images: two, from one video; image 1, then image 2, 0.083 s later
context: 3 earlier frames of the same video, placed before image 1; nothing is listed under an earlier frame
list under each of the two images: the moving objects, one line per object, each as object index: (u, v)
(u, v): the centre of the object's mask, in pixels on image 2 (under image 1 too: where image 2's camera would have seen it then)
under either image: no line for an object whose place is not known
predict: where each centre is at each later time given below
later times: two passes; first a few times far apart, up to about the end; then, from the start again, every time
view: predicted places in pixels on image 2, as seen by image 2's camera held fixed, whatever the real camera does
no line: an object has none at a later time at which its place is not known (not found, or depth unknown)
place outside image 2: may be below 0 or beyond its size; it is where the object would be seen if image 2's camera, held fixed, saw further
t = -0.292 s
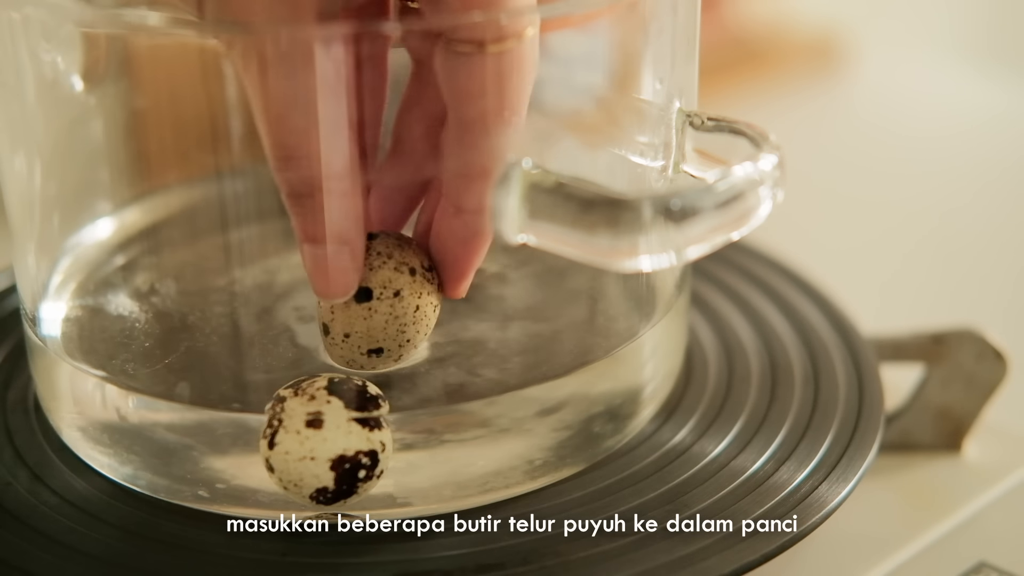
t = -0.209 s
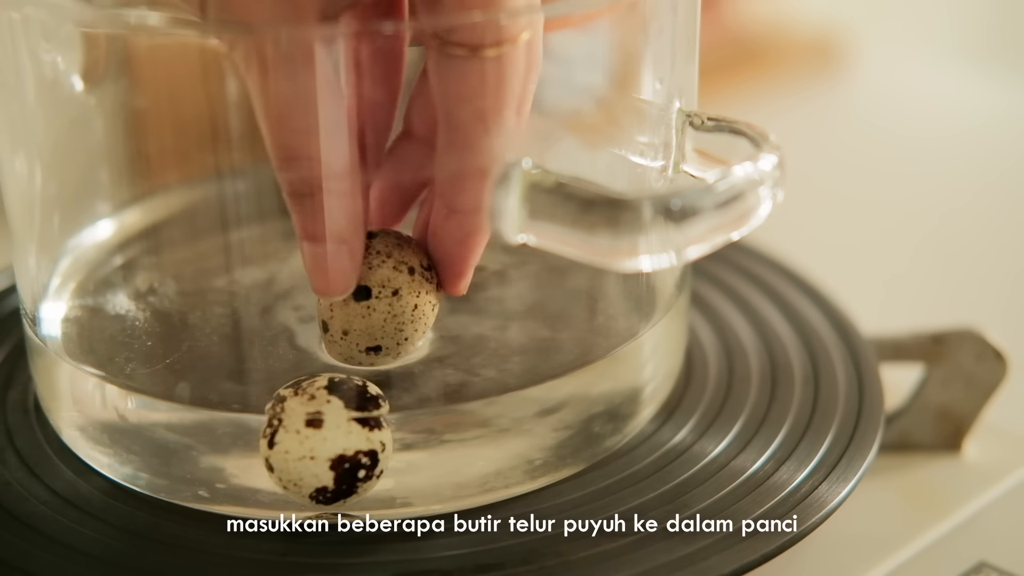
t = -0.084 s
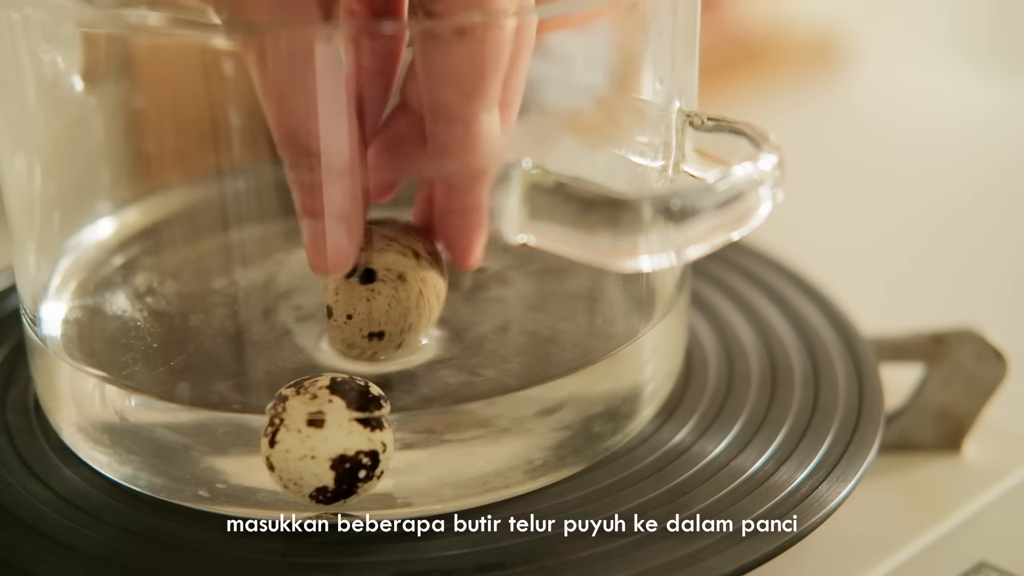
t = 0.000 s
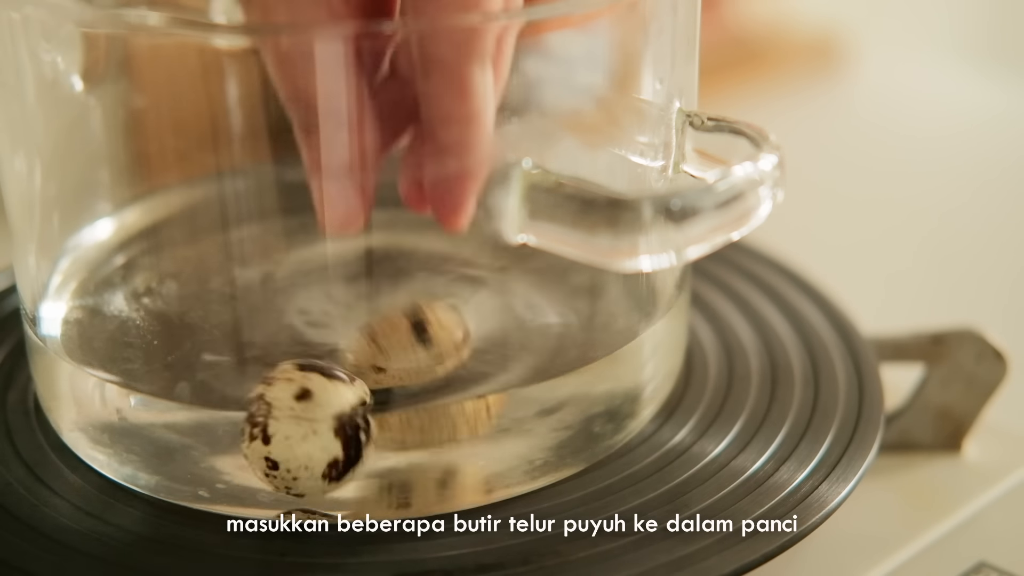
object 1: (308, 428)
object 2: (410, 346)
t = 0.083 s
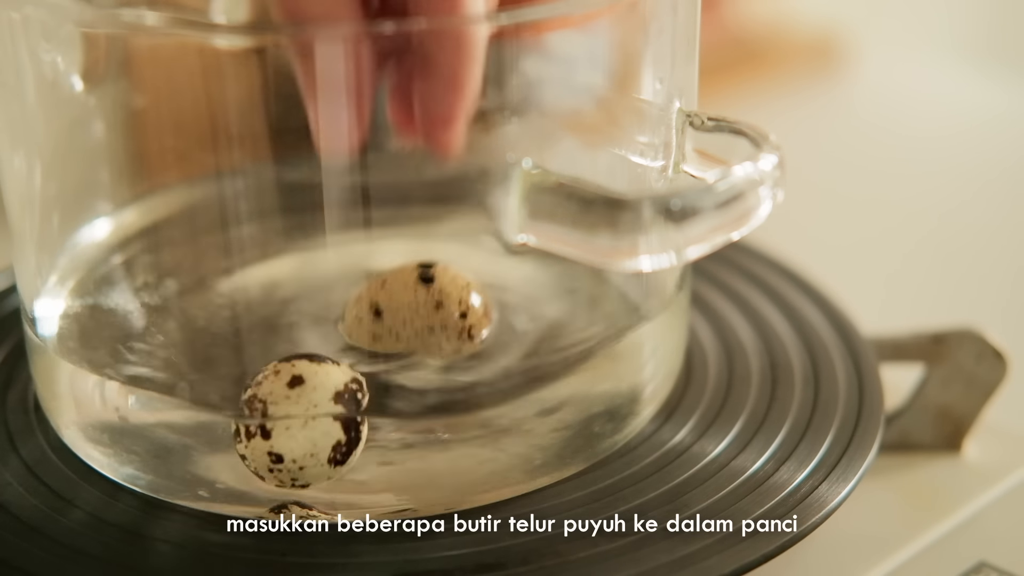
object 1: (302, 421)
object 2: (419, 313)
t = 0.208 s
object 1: (291, 415)
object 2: (427, 315)
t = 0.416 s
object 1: (286, 420)
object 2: (426, 291)
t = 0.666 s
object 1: (293, 437)
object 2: (432, 280)
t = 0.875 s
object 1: (302, 438)
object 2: (442, 276)
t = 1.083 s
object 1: (314, 432)
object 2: (451, 275)
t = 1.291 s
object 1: (325, 428)
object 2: (449, 275)
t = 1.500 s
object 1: (333, 427)
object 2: (450, 280)
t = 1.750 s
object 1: (341, 425)
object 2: (448, 277)
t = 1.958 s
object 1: (346, 427)
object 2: (441, 280)
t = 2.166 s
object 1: (341, 426)
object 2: (440, 279)
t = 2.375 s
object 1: (332, 430)
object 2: (439, 280)
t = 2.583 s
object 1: (331, 431)
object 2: (440, 281)
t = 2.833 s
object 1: (331, 431)
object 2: (440, 280)
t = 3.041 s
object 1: (331, 431)
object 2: (441, 280)
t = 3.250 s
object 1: (331, 431)
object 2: (440, 280)
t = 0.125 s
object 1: (299, 417)
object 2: (424, 307)
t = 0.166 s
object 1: (295, 415)
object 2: (428, 320)
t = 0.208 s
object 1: (291, 415)
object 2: (427, 315)
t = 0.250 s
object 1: (287, 415)
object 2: (423, 305)
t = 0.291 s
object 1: (286, 415)
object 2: (427, 296)
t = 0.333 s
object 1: (285, 414)
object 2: (424, 302)
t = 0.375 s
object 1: (286, 416)
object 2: (424, 304)
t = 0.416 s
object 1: (286, 420)
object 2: (426, 291)
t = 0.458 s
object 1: (287, 423)
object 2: (428, 284)
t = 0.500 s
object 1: (289, 425)
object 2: (428, 283)
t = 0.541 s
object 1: (290, 428)
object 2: (427, 288)
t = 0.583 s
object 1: (291, 431)
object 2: (428, 284)
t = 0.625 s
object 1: (292, 434)
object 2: (430, 281)
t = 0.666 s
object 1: (293, 437)
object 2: (432, 280)
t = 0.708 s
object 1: (293, 439)
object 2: (436, 279)
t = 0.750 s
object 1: (295, 438)
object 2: (439, 279)
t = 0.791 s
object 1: (296, 439)
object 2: (440, 278)
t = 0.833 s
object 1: (299, 440)
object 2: (441, 277)
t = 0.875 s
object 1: (302, 438)
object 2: (442, 276)
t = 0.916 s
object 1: (307, 437)
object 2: (445, 276)
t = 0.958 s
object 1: (309, 436)
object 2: (449, 276)
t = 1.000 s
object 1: (312, 435)
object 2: (447, 276)
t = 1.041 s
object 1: (313, 434)
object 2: (448, 275)
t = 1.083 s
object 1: (314, 432)
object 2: (451, 275)
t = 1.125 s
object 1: (314, 430)
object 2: (454, 275)
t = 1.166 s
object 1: (316, 429)
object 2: (450, 273)
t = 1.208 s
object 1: (319, 429)
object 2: (450, 274)
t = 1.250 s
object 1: (323, 429)
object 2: (452, 274)
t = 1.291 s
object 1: (325, 428)
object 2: (449, 275)
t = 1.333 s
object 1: (327, 426)
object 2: (451, 276)
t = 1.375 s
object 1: (328, 426)
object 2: (454, 278)
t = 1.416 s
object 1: (329, 427)
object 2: (453, 279)
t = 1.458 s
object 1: (331, 427)
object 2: (451, 280)
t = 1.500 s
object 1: (333, 427)
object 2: (450, 280)
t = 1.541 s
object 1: (337, 426)
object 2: (451, 278)
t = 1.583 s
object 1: (339, 425)
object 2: (452, 278)
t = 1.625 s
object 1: (340, 425)
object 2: (452, 279)
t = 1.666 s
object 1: (341, 426)
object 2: (445, 277)
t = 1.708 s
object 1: (340, 426)
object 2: (445, 277)
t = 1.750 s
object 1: (341, 425)
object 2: (448, 277)
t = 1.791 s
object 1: (343, 425)
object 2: (446, 277)
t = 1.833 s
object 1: (344, 426)
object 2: (443, 277)
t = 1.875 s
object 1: (345, 427)
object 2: (443, 278)
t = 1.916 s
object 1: (345, 427)
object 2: (441, 280)
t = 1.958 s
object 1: (346, 427)
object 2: (441, 280)
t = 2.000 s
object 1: (346, 427)
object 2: (440, 279)
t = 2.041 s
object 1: (346, 427)
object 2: (439, 279)
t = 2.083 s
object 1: (345, 427)
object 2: (439, 280)
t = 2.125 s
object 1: (343, 427)
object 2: (440, 280)
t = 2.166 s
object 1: (341, 426)
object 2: (440, 279)
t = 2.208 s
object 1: (334, 430)
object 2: (439, 279)
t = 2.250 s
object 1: (333, 430)
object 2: (438, 280)
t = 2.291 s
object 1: (333, 430)
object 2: (438, 280)
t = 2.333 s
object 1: (333, 430)
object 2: (439, 280)
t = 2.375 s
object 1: (332, 430)
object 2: (439, 280)
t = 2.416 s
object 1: (332, 431)
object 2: (439, 280)
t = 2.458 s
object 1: (332, 431)
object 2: (440, 280)
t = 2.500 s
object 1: (332, 431)
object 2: (440, 281)
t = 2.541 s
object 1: (332, 431)
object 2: (440, 281)
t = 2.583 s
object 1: (331, 431)
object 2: (440, 281)
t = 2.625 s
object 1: (331, 431)
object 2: (440, 280)
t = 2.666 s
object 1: (331, 431)
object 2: (440, 280)
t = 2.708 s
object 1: (331, 431)
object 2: (440, 280)
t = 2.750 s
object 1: (331, 431)
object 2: (440, 280)
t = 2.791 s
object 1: (331, 431)
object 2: (440, 280)
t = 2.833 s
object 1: (331, 431)
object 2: (440, 280)
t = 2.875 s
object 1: (331, 431)
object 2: (440, 280)
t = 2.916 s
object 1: (331, 431)
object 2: (440, 280)
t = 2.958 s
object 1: (331, 431)
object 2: (440, 280)
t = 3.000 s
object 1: (331, 431)
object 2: (440, 280)
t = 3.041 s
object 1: (331, 431)
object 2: (441, 280)
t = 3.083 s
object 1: (331, 431)
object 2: (440, 280)
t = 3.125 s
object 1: (331, 431)
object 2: (440, 280)
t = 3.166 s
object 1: (331, 431)
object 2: (440, 280)
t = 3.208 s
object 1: (331, 431)
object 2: (440, 280)
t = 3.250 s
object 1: (331, 431)
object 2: (440, 280)
